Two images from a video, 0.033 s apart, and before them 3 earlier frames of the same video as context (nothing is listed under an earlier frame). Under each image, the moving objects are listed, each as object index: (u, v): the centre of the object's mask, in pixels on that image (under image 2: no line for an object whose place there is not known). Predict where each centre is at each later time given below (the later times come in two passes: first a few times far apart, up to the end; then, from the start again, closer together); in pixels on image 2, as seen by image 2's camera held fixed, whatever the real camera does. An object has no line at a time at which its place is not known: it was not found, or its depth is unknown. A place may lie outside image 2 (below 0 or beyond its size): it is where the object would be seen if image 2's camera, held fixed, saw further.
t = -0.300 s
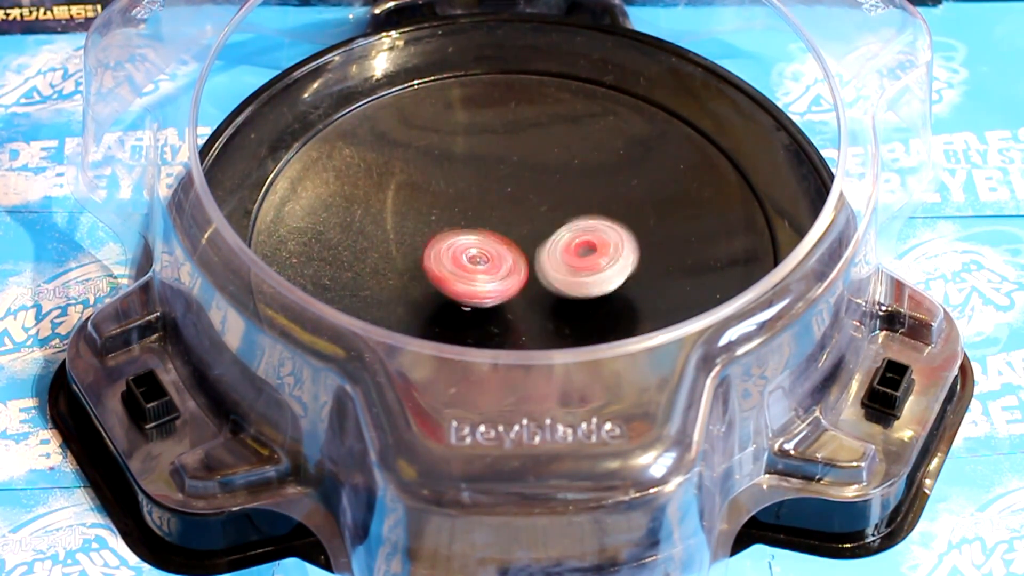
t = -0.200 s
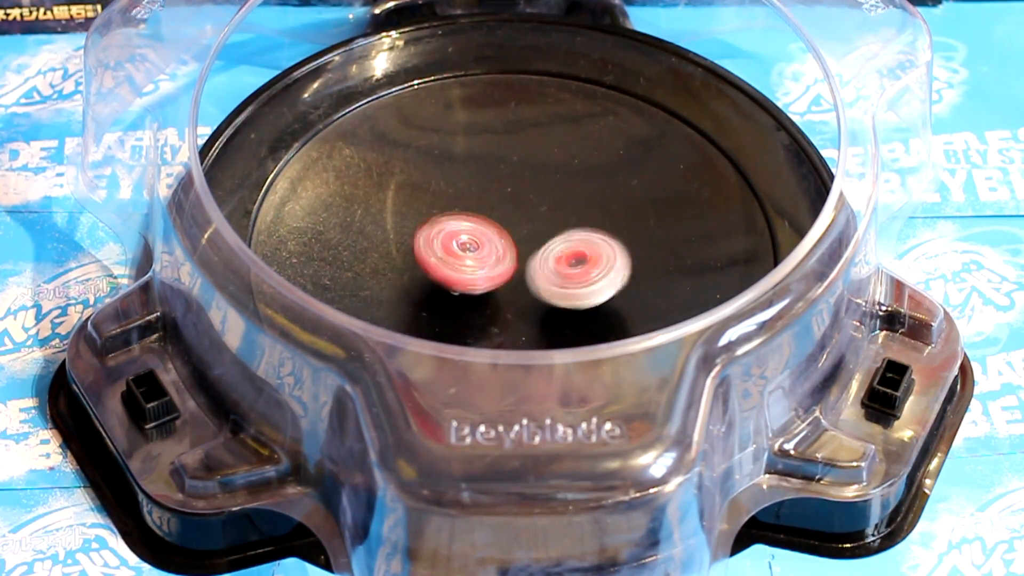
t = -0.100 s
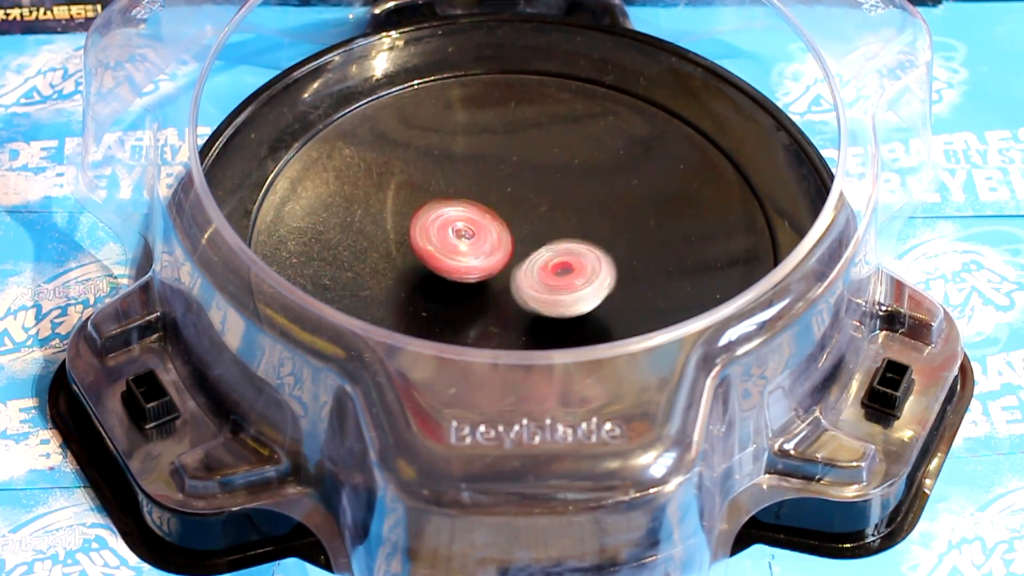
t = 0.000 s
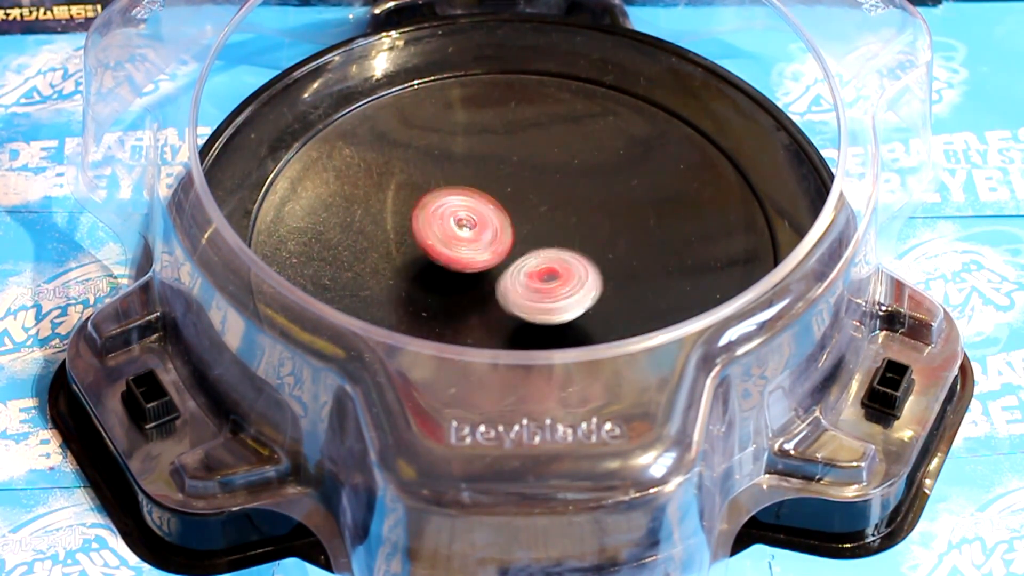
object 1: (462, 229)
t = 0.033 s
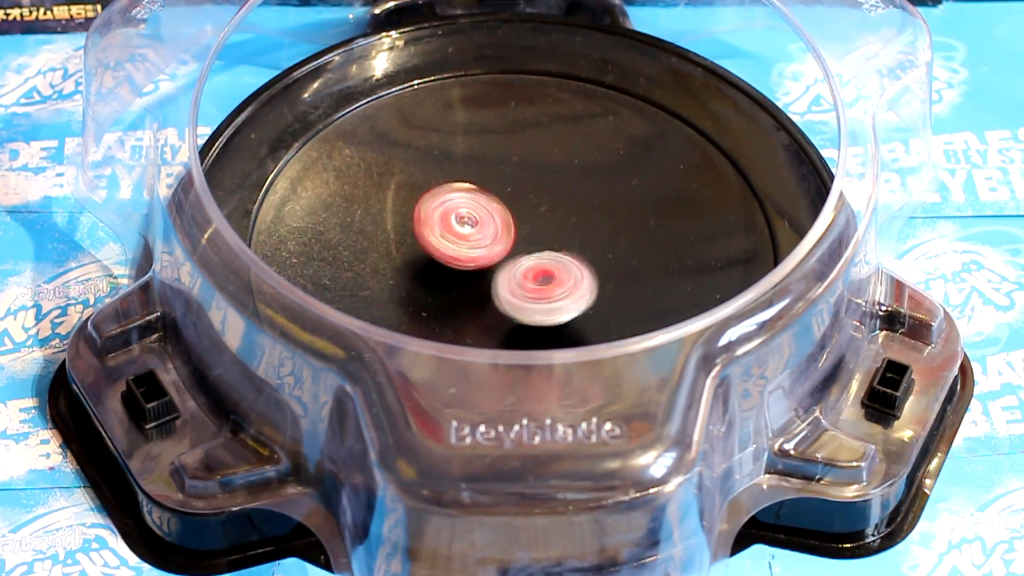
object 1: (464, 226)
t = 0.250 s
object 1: (484, 210)
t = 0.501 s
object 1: (535, 138)
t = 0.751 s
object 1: (551, 145)
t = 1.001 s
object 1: (600, 184)
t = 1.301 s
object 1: (650, 259)
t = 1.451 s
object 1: (644, 286)
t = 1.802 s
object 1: (542, 317)
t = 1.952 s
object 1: (479, 314)
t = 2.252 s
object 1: (415, 278)
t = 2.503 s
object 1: (394, 203)
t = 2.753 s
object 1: (427, 147)
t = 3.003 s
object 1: (515, 142)
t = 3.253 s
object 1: (617, 174)
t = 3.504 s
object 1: (698, 219)
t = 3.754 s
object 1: (665, 284)
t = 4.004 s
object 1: (555, 330)
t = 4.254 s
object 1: (440, 322)
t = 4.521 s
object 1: (389, 264)
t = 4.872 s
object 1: (451, 159)
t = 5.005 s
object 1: (501, 137)
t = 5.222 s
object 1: (577, 145)
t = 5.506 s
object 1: (647, 225)
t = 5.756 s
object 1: (638, 302)
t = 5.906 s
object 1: (593, 322)
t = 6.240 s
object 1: (446, 307)
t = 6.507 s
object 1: (392, 239)
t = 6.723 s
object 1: (427, 188)
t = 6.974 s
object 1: (529, 154)
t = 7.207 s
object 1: (607, 176)
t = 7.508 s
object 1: (659, 260)
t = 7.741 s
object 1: (617, 309)
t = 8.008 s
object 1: (494, 317)
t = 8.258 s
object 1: (411, 262)
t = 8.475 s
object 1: (414, 205)
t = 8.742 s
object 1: (504, 168)
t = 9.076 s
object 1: (620, 203)
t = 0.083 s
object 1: (466, 222)
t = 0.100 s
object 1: (468, 221)
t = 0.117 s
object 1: (469, 219)
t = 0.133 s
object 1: (471, 218)
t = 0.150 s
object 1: (473, 217)
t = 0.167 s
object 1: (474, 215)
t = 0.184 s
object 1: (476, 214)
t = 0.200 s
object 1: (478, 214)
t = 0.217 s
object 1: (480, 212)
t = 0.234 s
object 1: (481, 211)
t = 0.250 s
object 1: (484, 210)
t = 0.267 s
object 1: (487, 209)
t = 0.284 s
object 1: (490, 205)
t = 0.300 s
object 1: (494, 195)
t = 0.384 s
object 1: (514, 165)
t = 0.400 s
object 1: (518, 159)
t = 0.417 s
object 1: (521, 155)
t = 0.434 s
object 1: (525, 151)
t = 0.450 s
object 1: (528, 146)
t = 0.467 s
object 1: (530, 144)
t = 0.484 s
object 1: (533, 142)
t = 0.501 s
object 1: (535, 138)
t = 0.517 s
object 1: (537, 137)
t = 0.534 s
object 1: (540, 137)
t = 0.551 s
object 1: (542, 135)
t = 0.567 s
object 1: (543, 135)
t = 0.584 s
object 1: (545, 136)
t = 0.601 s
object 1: (546, 135)
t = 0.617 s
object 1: (547, 136)
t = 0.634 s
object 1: (548, 137)
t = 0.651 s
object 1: (548, 137)
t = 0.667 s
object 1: (548, 139)
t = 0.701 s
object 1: (550, 140)
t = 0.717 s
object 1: (550, 142)
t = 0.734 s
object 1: (552, 143)
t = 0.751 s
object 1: (551, 145)
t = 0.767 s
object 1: (552, 146)
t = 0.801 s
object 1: (553, 150)
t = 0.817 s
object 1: (554, 152)
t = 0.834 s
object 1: (555, 154)
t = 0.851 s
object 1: (555, 157)
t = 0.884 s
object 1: (558, 162)
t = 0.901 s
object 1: (558, 166)
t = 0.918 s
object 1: (559, 171)
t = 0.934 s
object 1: (567, 172)
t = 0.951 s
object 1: (578, 174)
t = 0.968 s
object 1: (586, 177)
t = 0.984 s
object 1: (593, 180)
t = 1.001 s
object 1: (600, 184)
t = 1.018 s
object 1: (604, 187)
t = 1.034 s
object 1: (607, 192)
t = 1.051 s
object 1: (612, 195)
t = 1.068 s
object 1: (615, 199)
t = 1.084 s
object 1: (618, 204)
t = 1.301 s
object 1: (650, 259)
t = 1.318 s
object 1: (650, 263)
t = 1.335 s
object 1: (651, 266)
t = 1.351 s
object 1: (650, 270)
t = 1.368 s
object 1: (650, 273)
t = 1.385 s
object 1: (649, 276)
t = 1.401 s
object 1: (648, 279)
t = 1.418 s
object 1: (648, 281)
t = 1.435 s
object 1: (646, 284)
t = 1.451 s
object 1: (644, 286)
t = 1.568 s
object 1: (625, 299)
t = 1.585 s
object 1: (621, 300)
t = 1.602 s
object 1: (618, 302)
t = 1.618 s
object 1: (612, 303)
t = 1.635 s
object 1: (608, 305)
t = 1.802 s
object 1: (542, 317)
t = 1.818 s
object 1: (536, 317)
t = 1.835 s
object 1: (528, 317)
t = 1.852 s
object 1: (520, 318)
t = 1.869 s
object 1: (513, 317)
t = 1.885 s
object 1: (506, 317)
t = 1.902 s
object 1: (499, 317)
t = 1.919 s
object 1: (491, 316)
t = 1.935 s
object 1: (484, 315)
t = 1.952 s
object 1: (479, 314)
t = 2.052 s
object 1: (444, 305)
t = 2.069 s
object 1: (440, 304)
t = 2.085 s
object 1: (435, 302)
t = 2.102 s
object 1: (432, 299)
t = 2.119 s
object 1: (430, 297)
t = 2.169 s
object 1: (422, 290)
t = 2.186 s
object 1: (420, 288)
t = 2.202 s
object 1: (420, 285)
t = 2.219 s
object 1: (418, 283)
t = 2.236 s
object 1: (416, 281)
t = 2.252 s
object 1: (415, 278)
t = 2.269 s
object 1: (415, 275)
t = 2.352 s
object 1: (415, 259)
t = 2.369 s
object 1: (417, 257)
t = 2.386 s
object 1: (416, 253)
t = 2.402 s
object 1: (415, 249)
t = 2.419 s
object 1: (407, 239)
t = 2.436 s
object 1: (401, 231)
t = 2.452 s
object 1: (398, 223)
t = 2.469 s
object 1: (396, 216)
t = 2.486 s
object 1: (396, 210)
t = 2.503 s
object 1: (394, 203)
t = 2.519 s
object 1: (394, 198)
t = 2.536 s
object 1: (393, 191)
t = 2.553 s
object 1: (394, 187)
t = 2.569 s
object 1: (395, 181)
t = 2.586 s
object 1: (396, 176)
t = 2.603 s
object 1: (399, 172)
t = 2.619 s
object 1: (401, 168)
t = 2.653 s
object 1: (406, 161)
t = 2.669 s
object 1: (409, 159)
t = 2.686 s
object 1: (411, 156)
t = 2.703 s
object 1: (414, 154)
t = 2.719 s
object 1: (418, 151)
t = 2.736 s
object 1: (422, 149)
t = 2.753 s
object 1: (427, 147)
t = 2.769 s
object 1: (431, 146)
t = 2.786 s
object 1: (436, 145)
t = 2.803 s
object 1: (440, 144)
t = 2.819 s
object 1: (445, 144)
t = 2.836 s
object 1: (449, 142)
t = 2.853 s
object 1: (455, 142)
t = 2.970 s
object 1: (501, 141)
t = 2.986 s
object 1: (507, 141)
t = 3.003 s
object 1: (515, 142)
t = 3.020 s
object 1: (521, 142)
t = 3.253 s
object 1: (617, 174)
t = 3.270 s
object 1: (624, 176)
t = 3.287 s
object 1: (629, 180)
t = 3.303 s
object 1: (640, 181)
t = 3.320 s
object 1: (648, 183)
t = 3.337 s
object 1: (657, 186)
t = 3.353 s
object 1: (663, 188)
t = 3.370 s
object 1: (669, 192)
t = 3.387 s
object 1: (675, 194)
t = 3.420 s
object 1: (685, 201)
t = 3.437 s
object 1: (689, 205)
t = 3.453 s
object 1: (692, 208)
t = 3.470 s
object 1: (694, 212)
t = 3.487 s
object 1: (697, 215)
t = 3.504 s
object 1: (698, 219)
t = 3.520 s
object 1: (700, 222)
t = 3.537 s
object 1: (700, 226)
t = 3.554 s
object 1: (700, 229)
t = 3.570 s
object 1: (699, 234)
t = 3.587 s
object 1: (699, 238)
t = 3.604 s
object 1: (697, 242)
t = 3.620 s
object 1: (695, 246)
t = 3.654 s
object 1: (690, 255)
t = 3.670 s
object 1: (687, 260)
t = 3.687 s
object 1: (683, 265)
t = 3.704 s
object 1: (679, 269)
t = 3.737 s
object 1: (670, 279)
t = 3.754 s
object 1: (665, 284)
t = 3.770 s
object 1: (660, 288)
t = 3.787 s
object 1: (654, 292)
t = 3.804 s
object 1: (648, 296)
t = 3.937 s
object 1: (588, 322)
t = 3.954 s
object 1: (579, 324)
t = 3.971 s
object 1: (571, 327)
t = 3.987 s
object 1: (563, 328)
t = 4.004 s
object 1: (555, 330)
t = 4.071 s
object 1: (521, 333)
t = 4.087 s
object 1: (512, 333)
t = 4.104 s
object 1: (504, 333)
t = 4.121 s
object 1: (494, 340)
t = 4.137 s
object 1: (487, 339)
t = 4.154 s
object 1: (479, 339)
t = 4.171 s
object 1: (472, 338)
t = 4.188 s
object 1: (465, 336)
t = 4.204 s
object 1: (459, 328)
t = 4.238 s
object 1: (446, 325)
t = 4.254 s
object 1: (440, 322)
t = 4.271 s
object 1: (434, 320)
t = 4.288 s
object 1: (429, 318)
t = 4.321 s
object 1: (419, 313)
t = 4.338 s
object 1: (415, 311)
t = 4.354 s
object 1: (410, 308)
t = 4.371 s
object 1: (407, 305)
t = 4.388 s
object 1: (403, 301)
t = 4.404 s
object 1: (401, 298)
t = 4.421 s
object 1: (397, 294)
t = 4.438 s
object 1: (396, 291)
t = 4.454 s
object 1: (393, 285)
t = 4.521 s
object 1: (389, 264)
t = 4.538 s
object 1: (389, 259)
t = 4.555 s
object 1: (388, 252)
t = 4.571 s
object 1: (389, 247)
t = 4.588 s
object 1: (389, 240)
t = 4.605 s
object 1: (391, 235)
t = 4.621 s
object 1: (391, 229)
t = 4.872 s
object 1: (451, 159)
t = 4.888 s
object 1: (457, 156)
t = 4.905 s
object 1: (463, 152)
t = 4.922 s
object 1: (470, 150)
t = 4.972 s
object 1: (488, 141)
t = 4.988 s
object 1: (495, 139)
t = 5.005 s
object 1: (501, 137)
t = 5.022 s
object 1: (508, 136)
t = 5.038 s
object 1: (514, 135)
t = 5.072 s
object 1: (526, 134)
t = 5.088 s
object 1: (533, 134)
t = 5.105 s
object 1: (538, 135)
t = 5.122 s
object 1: (544, 135)
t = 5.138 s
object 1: (549, 137)
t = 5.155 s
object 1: (555, 137)
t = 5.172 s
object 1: (560, 140)
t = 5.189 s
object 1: (566, 141)
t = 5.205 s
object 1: (571, 144)
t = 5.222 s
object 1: (577, 145)
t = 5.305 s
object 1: (602, 162)
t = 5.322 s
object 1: (606, 166)
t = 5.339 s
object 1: (611, 170)
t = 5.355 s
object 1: (615, 175)
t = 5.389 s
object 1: (623, 185)
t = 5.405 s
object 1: (627, 190)
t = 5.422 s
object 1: (630, 196)
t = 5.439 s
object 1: (634, 201)
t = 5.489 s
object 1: (644, 219)
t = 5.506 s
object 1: (647, 225)
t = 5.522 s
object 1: (650, 231)
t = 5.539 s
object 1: (651, 237)
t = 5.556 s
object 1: (653, 242)
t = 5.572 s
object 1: (654, 248)
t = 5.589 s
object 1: (655, 254)
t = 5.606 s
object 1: (655, 259)
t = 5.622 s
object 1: (655, 265)
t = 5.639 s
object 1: (653, 271)
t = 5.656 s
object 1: (653, 276)
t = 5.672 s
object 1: (651, 282)
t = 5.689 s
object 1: (650, 287)
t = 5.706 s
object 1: (647, 292)
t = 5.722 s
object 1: (645, 295)
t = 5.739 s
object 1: (642, 299)
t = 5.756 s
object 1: (638, 302)
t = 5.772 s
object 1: (635, 305)
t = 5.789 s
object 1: (630, 307)
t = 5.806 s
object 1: (626, 309)
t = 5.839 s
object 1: (615, 314)
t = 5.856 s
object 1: (609, 317)
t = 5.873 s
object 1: (604, 319)
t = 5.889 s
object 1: (598, 320)
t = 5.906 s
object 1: (593, 322)
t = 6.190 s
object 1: (468, 316)
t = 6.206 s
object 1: (460, 313)
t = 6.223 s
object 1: (453, 310)
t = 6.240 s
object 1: (446, 307)
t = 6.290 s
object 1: (428, 298)
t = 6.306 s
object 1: (422, 294)
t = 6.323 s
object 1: (416, 290)
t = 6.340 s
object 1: (412, 286)
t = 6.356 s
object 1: (408, 282)
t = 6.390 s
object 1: (402, 273)
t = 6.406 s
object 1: (400, 268)
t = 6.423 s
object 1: (397, 262)
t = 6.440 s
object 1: (395, 258)
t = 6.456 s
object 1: (392, 253)
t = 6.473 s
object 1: (392, 249)
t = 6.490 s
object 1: (391, 244)
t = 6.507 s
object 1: (392, 239)
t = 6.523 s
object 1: (393, 235)
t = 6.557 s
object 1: (394, 225)
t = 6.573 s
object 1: (395, 220)
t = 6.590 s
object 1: (396, 217)
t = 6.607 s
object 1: (399, 214)
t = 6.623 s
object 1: (403, 209)
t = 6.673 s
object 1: (413, 196)
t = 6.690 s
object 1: (416, 193)
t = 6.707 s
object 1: (421, 191)
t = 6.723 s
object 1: (427, 188)
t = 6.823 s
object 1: (463, 171)
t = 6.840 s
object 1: (471, 168)
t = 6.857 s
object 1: (478, 165)
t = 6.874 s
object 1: (485, 162)
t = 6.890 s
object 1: (492, 160)
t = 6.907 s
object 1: (499, 159)
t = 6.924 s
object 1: (506, 158)
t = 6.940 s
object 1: (514, 157)
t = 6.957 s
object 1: (521, 155)
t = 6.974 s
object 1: (529, 154)
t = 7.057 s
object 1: (561, 156)
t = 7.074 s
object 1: (567, 157)
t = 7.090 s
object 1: (573, 158)
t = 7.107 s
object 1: (578, 160)
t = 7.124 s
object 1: (583, 163)
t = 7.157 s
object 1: (594, 167)
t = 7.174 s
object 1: (599, 169)
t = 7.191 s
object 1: (603, 173)
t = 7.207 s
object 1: (607, 176)
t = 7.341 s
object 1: (634, 211)
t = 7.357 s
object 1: (636, 215)
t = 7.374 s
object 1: (638, 220)
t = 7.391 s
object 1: (642, 225)
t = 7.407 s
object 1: (646, 231)
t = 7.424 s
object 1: (650, 236)
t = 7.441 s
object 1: (654, 240)
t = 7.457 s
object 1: (656, 245)
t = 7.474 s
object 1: (657, 250)
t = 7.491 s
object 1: (657, 255)
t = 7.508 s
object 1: (659, 260)
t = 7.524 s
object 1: (659, 265)
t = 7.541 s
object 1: (659, 269)
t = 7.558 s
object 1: (658, 274)
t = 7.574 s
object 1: (656, 278)
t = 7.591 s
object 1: (654, 283)
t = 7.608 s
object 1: (652, 287)
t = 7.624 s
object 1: (650, 290)
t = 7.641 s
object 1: (647, 293)
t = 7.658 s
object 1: (642, 295)
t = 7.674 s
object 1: (637, 299)
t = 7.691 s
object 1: (633, 302)
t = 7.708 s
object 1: (629, 305)
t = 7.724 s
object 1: (623, 307)
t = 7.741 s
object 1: (617, 309)
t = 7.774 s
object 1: (604, 314)
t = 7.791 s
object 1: (599, 315)
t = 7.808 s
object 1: (591, 316)
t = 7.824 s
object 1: (583, 317)
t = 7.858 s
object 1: (567, 321)
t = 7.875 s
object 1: (560, 321)
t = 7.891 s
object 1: (552, 321)
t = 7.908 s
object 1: (543, 321)
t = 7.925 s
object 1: (534, 322)
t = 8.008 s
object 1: (494, 317)
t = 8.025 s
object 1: (487, 315)
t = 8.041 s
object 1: (480, 313)
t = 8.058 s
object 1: (472, 310)
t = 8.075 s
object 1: (464, 307)
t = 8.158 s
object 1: (433, 289)
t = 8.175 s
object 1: (429, 285)
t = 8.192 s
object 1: (425, 281)
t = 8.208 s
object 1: (420, 275)
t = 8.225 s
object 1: (415, 271)
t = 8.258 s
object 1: (411, 262)
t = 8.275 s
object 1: (408, 257)
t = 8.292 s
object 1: (404, 251)
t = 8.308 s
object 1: (403, 248)
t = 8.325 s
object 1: (402, 243)
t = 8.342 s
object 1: (403, 238)
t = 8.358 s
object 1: (402, 233)
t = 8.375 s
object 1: (401, 229)
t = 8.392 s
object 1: (403, 225)
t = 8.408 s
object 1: (405, 221)
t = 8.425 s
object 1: (406, 216)
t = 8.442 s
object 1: (407, 212)
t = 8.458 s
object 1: (410, 209)
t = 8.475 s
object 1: (414, 205)
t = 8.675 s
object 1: (476, 173)
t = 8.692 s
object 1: (484, 171)
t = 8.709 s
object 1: (490, 169)
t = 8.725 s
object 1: (496, 168)
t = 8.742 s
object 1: (504, 168)
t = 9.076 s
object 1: (620, 203)
